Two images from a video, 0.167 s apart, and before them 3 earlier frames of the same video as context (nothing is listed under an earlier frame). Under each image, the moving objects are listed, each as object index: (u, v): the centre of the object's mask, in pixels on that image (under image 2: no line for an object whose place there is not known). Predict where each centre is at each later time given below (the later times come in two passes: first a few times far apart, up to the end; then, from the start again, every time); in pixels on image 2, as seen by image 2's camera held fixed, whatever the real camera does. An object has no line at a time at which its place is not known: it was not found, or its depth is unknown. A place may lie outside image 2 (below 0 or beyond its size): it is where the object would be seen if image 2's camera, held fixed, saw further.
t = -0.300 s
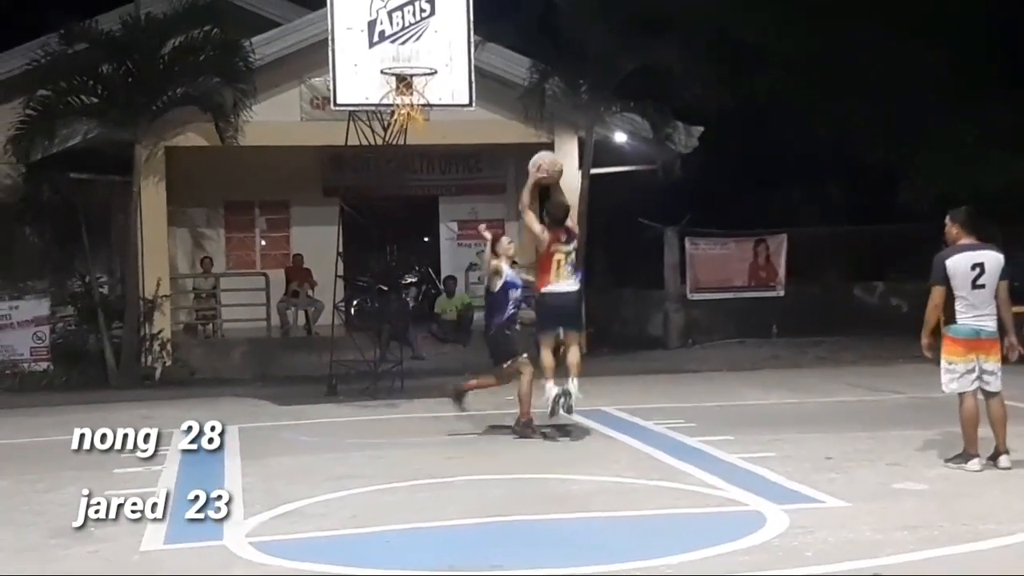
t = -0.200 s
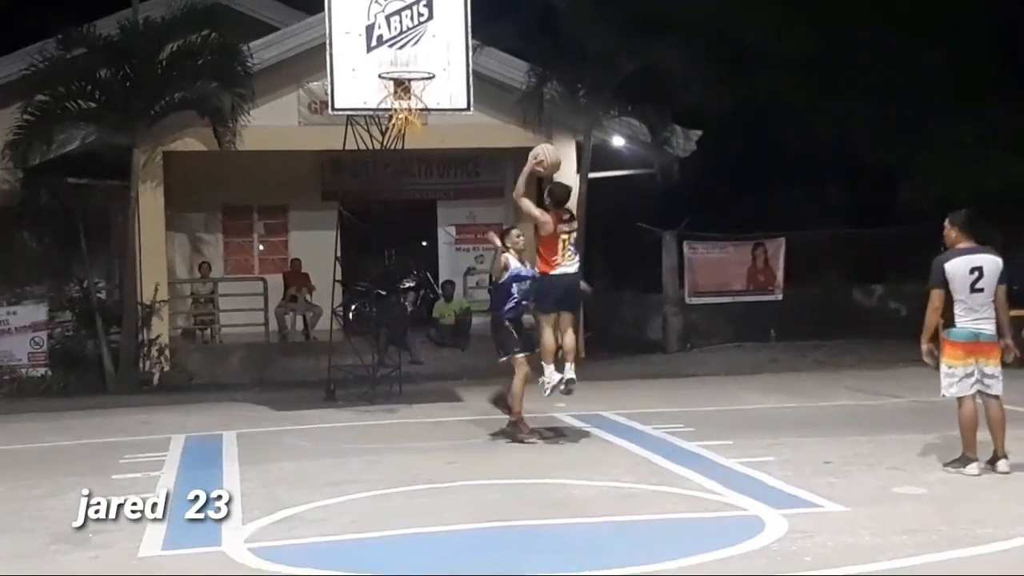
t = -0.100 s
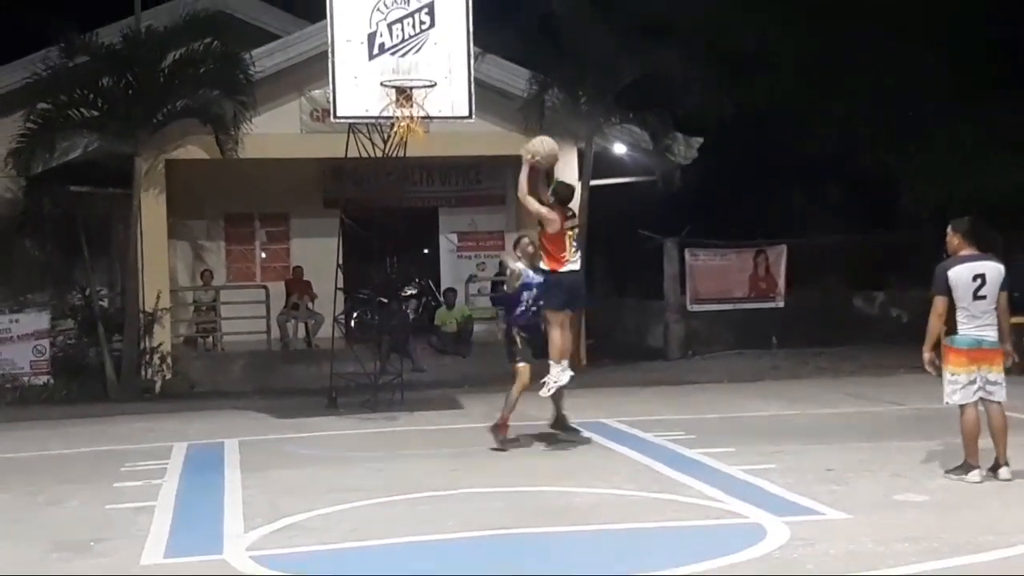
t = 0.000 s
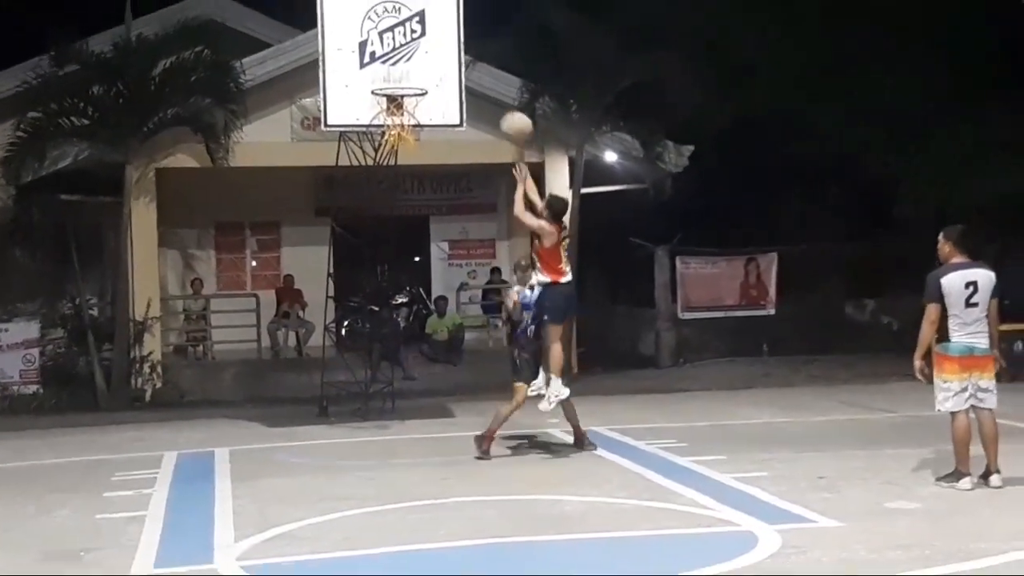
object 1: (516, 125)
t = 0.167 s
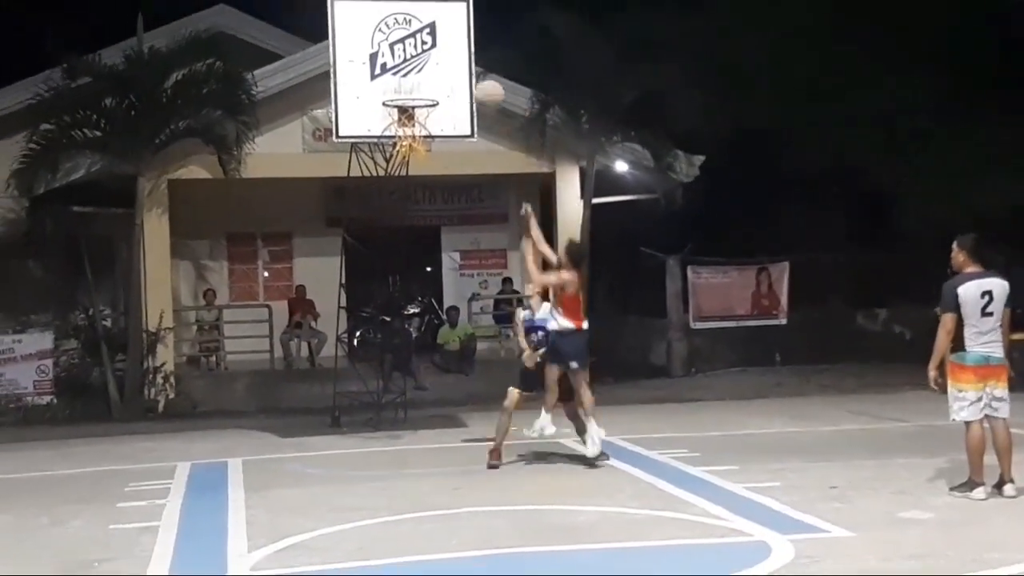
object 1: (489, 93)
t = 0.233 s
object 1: (475, 88)
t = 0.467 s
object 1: (445, 100)
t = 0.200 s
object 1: (483, 90)
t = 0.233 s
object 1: (475, 88)
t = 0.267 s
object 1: (468, 87)
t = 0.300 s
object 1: (460, 87)
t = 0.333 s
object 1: (453, 88)
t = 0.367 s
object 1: (447, 90)
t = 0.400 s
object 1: (440, 94)
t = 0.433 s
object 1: (440, 97)
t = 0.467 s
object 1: (445, 100)
